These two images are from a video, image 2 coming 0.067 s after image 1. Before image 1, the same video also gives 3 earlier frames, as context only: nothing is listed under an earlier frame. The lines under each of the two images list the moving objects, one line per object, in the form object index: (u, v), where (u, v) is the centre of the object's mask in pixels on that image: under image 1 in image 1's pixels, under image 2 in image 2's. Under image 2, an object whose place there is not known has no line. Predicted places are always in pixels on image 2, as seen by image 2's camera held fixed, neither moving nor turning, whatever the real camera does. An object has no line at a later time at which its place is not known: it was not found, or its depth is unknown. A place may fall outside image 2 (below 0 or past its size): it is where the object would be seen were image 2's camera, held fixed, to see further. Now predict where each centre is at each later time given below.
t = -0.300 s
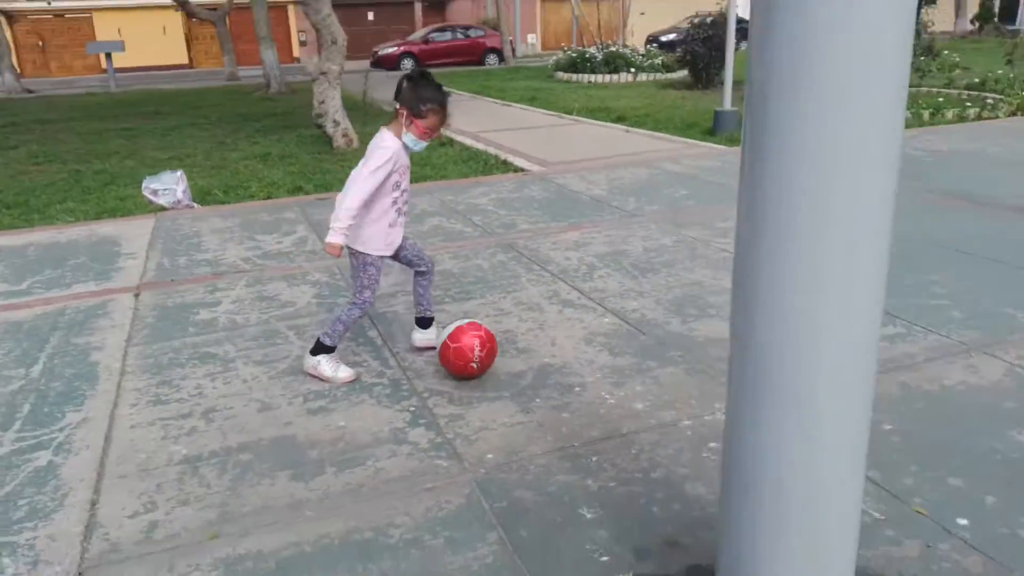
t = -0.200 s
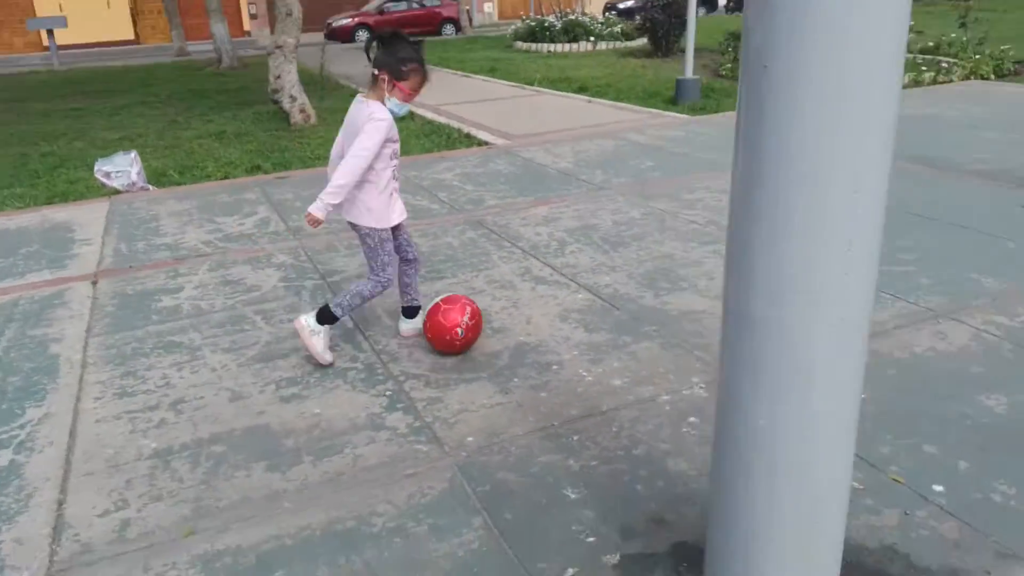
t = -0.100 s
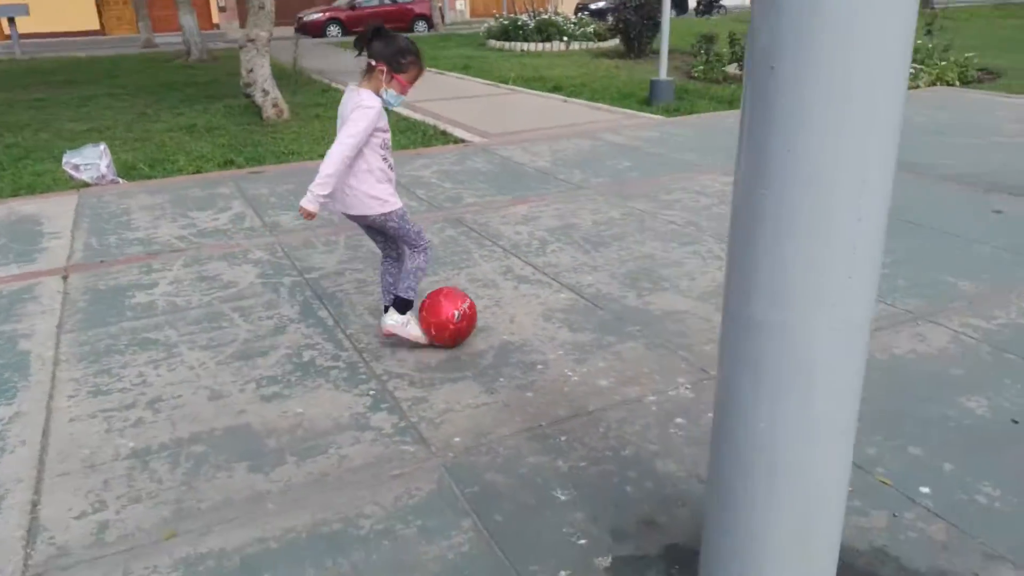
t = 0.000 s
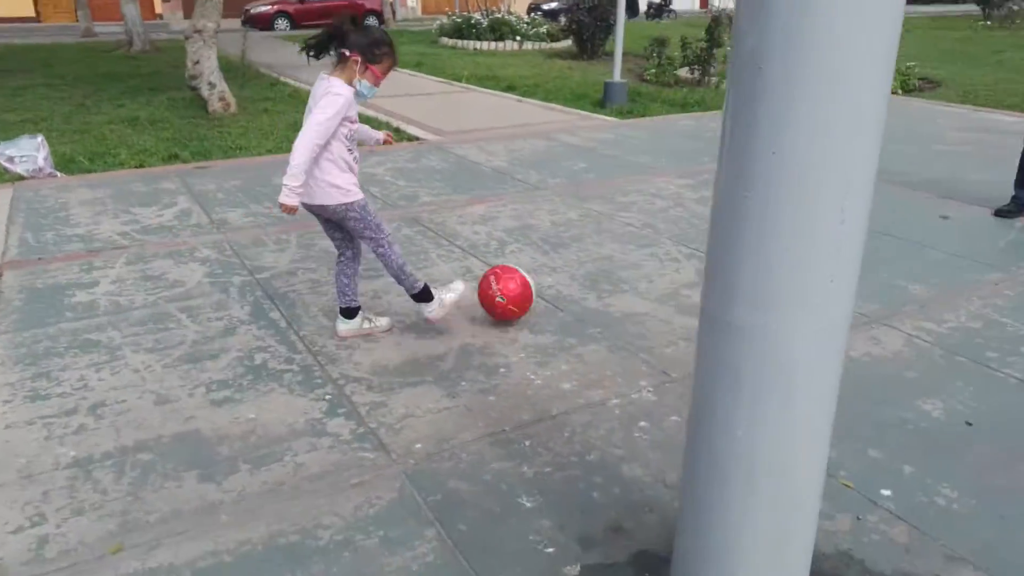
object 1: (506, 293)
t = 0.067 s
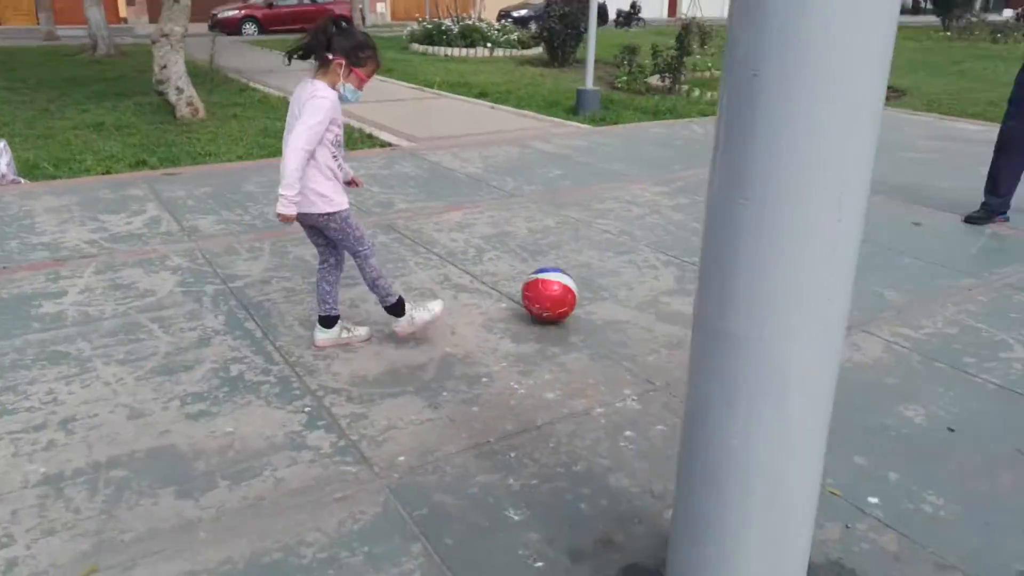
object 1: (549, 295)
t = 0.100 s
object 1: (576, 288)
